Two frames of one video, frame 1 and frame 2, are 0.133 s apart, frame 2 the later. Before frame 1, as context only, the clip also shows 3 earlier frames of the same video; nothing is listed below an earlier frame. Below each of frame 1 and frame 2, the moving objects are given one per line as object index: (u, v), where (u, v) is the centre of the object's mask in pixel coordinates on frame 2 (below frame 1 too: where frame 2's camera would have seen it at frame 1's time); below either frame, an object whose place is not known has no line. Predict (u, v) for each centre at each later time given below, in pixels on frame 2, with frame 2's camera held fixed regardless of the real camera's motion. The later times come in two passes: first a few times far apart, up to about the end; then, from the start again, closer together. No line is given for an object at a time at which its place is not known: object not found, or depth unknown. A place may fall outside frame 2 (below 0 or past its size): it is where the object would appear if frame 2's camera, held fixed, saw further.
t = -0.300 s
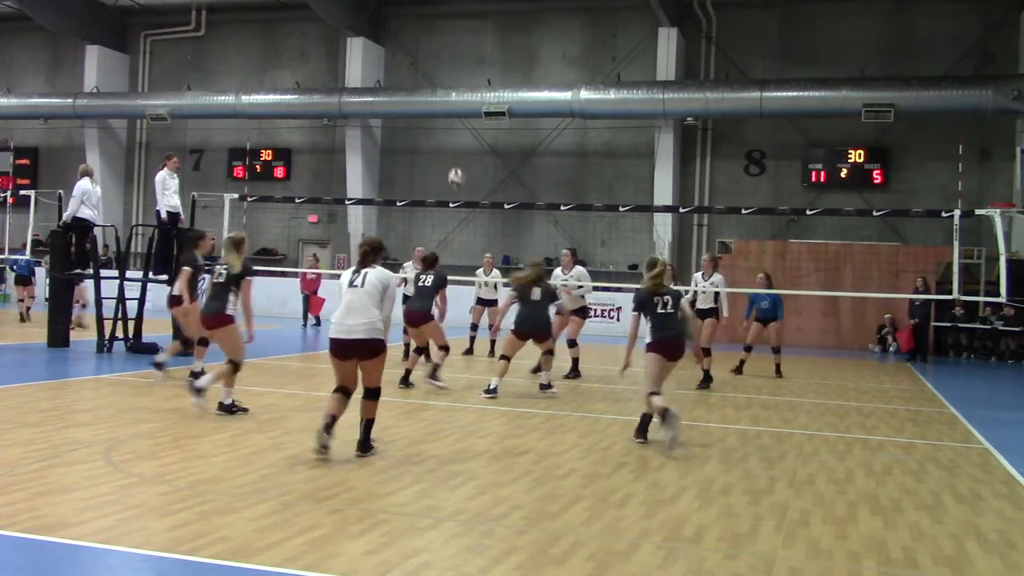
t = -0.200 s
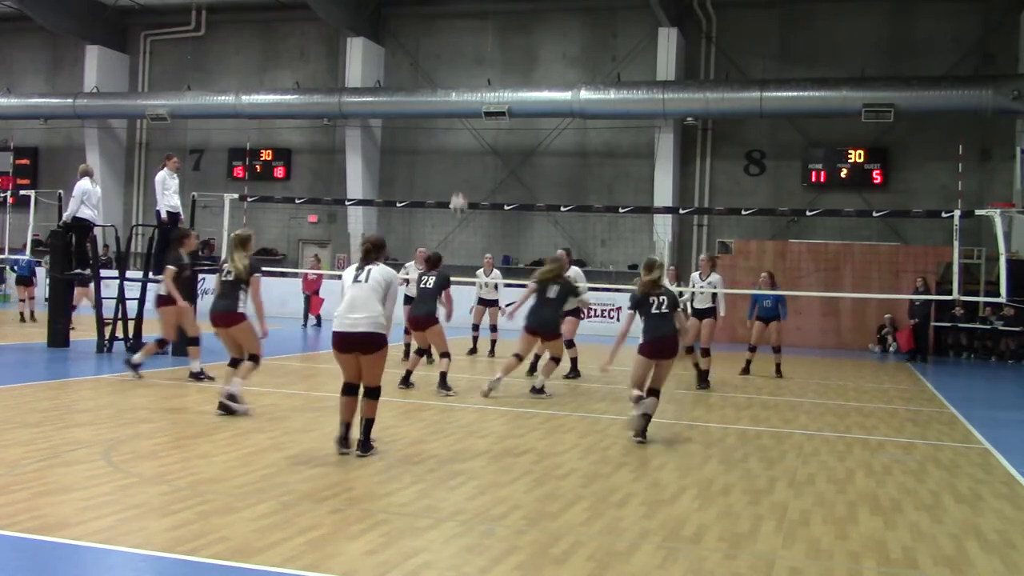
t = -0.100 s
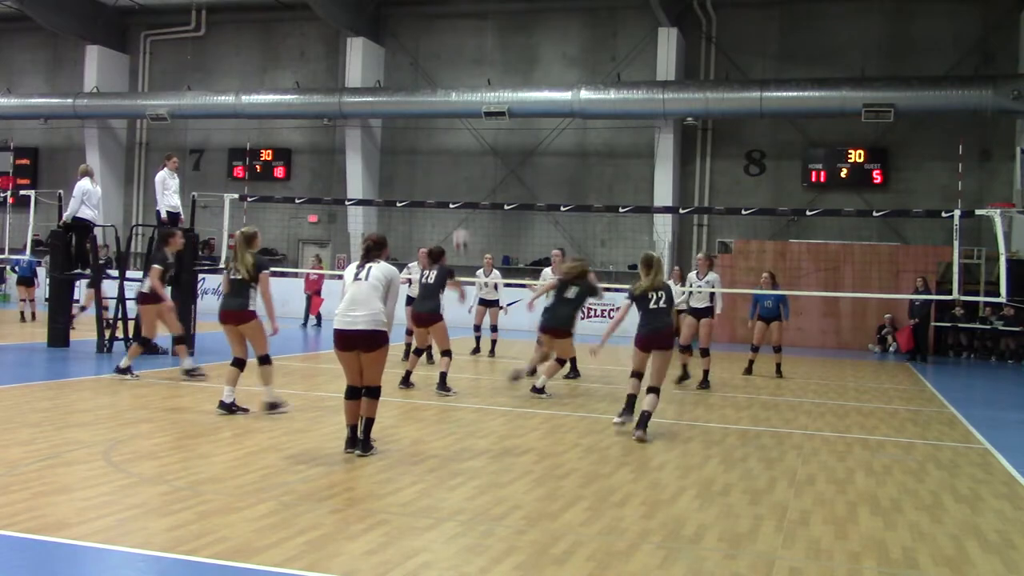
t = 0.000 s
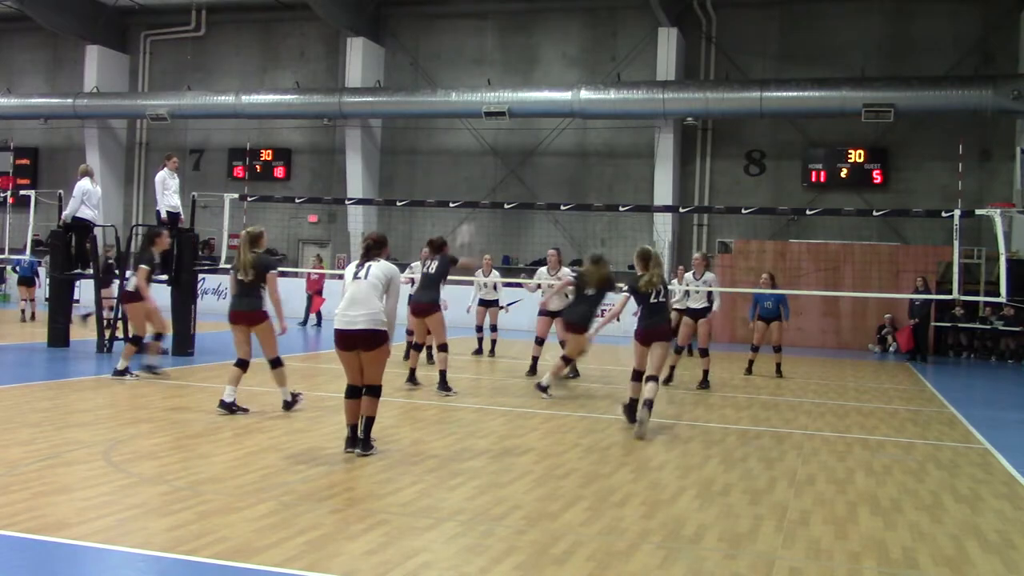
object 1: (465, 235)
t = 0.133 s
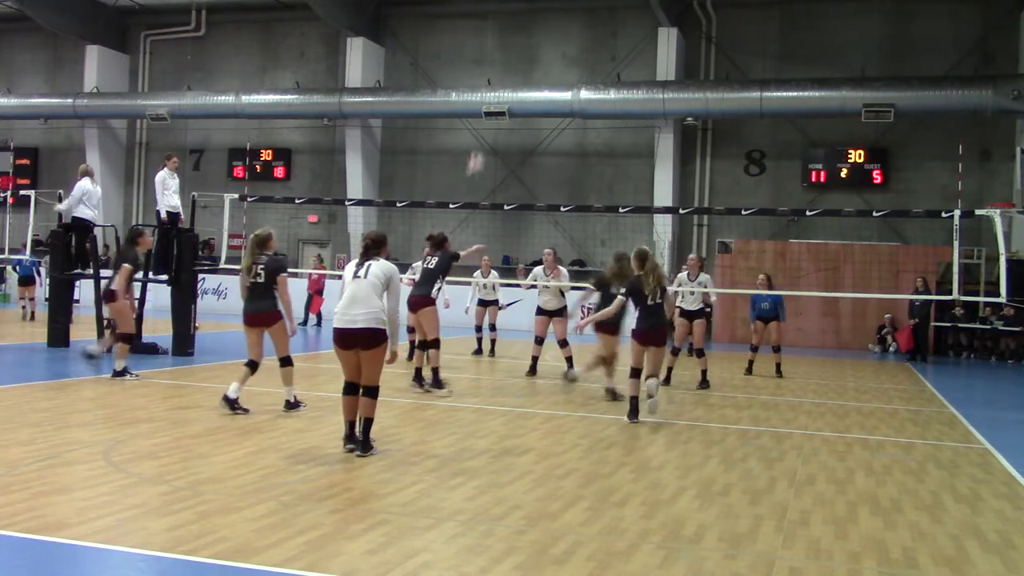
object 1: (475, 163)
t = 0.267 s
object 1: (485, 109)
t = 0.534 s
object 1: (500, 45)
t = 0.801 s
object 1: (513, 42)
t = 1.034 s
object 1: (519, 87)
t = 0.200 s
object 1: (480, 132)
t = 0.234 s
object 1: (483, 118)
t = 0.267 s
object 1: (485, 109)
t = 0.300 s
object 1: (487, 95)
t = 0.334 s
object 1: (489, 84)
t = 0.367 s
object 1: (492, 77)
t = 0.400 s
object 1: (494, 68)
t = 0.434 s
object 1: (496, 61)
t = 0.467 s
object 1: (496, 55)
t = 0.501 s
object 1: (499, 50)
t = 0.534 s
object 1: (500, 45)
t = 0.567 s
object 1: (503, 41)
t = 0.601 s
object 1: (506, 40)
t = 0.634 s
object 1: (508, 38)
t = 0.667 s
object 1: (509, 37)
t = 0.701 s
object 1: (510, 37)
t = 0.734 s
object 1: (512, 38)
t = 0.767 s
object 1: (512, 39)
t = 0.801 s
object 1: (513, 42)
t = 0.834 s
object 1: (514, 45)
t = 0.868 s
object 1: (513, 50)
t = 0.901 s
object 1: (515, 56)
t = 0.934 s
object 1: (516, 62)
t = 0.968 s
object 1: (517, 70)
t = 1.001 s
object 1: (517, 77)
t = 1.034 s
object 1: (519, 87)
